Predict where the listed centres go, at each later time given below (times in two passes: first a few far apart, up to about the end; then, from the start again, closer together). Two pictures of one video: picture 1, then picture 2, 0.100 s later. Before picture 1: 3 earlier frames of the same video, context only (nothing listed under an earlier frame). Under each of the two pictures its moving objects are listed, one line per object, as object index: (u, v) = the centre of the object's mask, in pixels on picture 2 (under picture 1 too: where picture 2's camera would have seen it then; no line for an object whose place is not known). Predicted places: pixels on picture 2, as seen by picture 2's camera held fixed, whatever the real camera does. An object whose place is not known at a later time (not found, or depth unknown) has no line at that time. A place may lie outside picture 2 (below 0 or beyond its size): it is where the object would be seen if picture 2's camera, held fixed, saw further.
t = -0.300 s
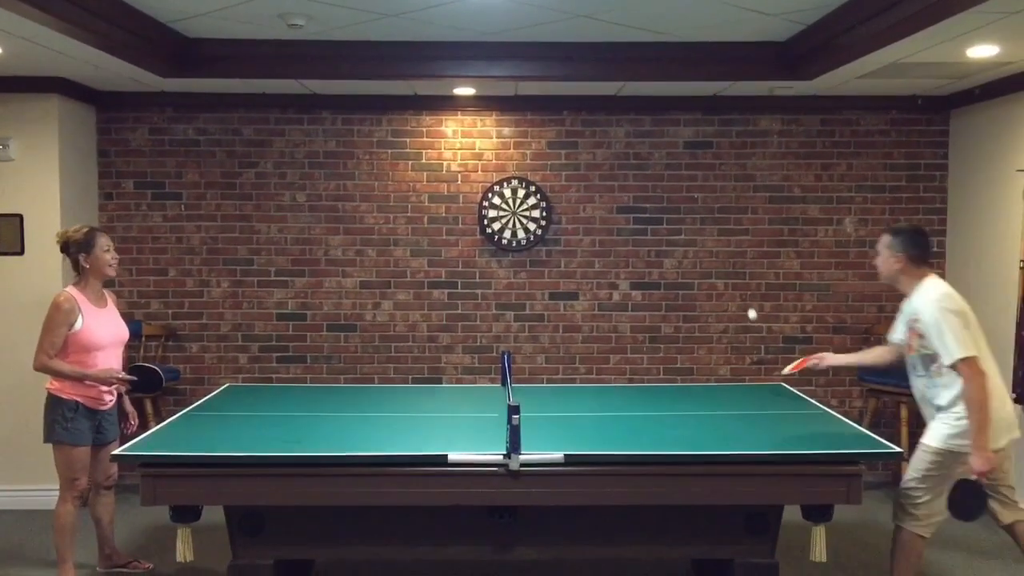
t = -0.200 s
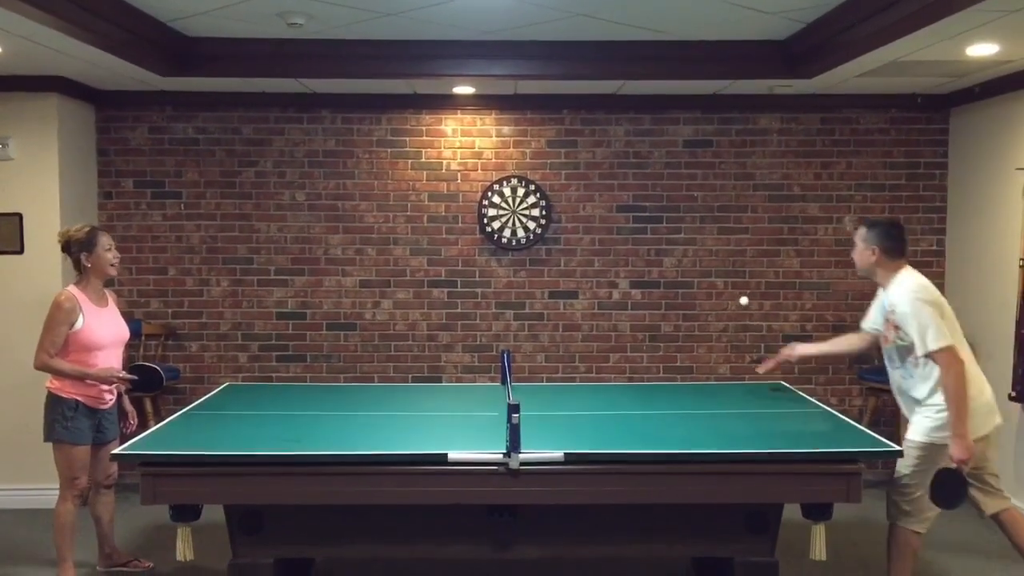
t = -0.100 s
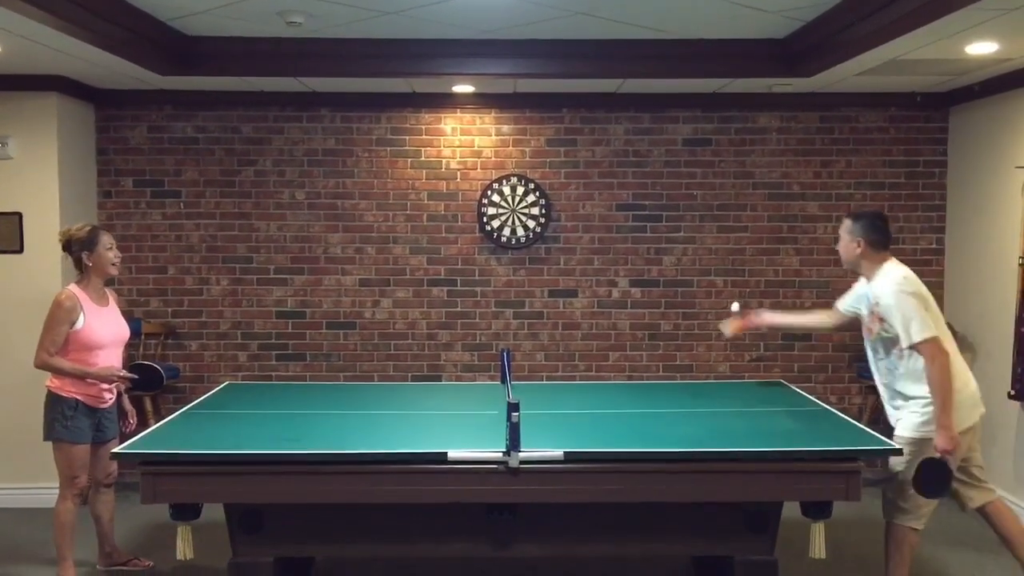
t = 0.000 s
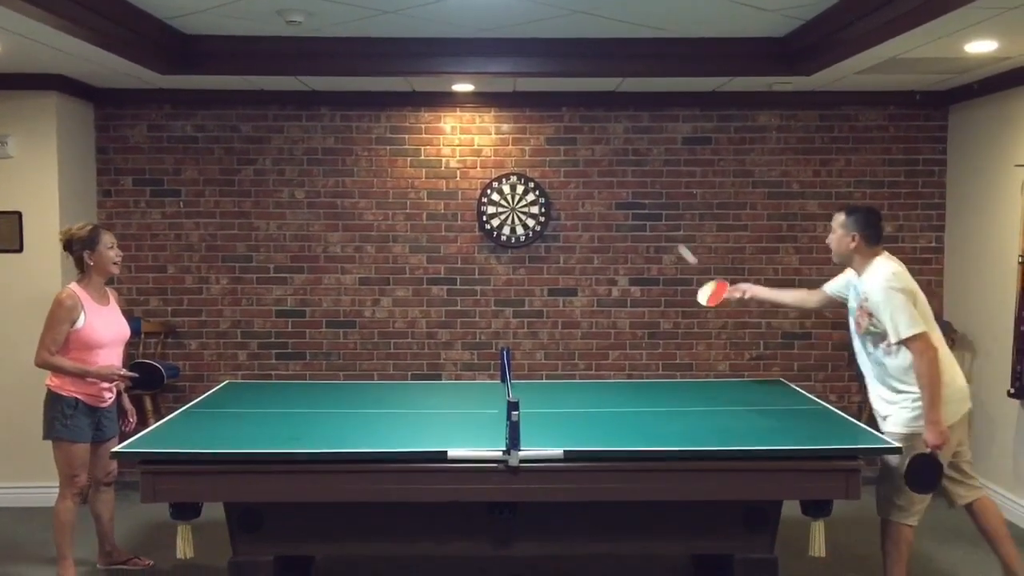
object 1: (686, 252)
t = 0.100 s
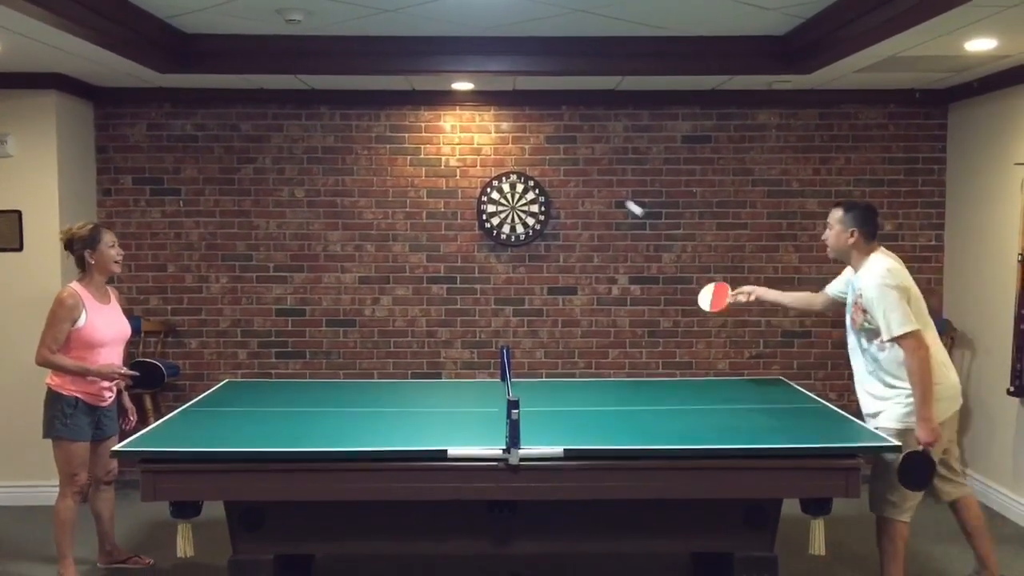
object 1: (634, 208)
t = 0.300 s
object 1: (531, 184)
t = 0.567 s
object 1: (402, 289)
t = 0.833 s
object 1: (318, 317)
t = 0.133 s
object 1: (618, 198)
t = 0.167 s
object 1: (600, 190)
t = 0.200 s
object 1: (582, 185)
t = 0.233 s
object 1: (564, 182)
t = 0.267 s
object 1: (548, 181)
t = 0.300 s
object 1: (531, 184)
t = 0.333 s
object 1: (513, 188)
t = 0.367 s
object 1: (493, 196)
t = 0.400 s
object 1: (479, 205)
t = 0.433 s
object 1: (464, 217)
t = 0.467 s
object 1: (448, 232)
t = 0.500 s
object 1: (432, 248)
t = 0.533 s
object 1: (417, 267)
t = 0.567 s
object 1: (402, 289)
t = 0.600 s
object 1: (387, 312)
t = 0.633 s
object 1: (372, 337)
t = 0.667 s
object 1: (358, 365)
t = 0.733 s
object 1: (337, 369)
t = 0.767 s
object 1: (331, 350)
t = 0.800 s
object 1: (325, 331)
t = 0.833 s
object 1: (318, 317)
